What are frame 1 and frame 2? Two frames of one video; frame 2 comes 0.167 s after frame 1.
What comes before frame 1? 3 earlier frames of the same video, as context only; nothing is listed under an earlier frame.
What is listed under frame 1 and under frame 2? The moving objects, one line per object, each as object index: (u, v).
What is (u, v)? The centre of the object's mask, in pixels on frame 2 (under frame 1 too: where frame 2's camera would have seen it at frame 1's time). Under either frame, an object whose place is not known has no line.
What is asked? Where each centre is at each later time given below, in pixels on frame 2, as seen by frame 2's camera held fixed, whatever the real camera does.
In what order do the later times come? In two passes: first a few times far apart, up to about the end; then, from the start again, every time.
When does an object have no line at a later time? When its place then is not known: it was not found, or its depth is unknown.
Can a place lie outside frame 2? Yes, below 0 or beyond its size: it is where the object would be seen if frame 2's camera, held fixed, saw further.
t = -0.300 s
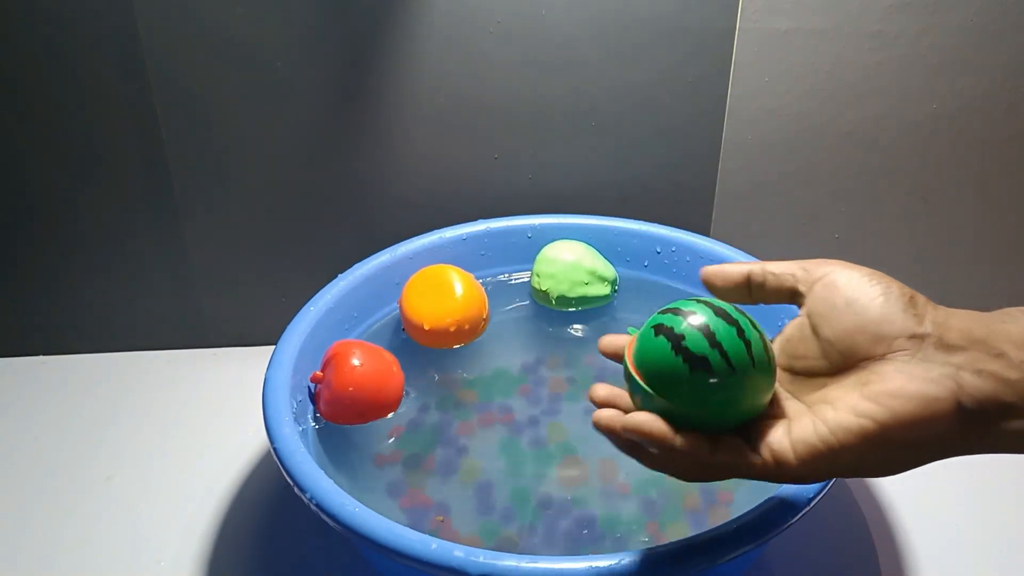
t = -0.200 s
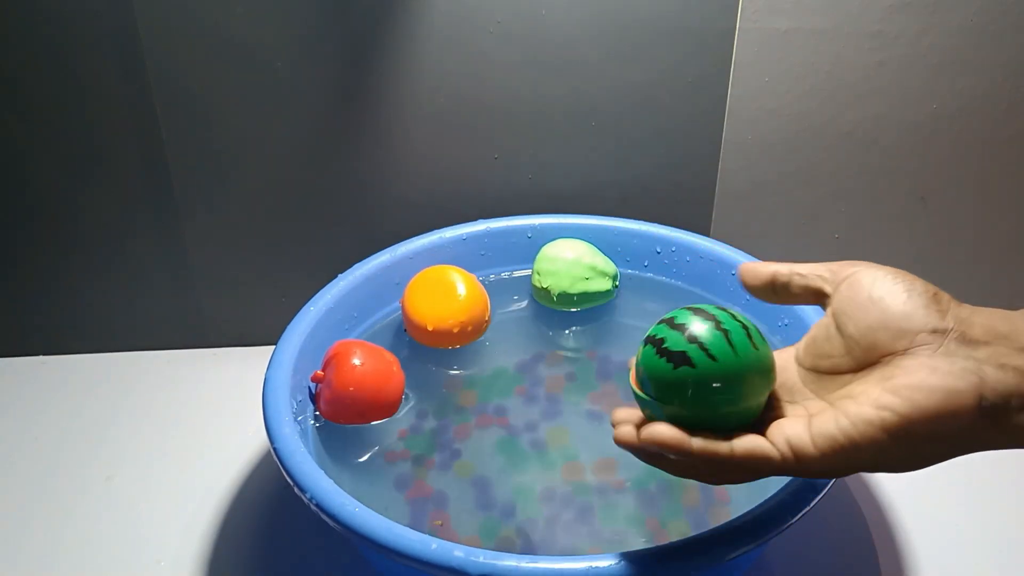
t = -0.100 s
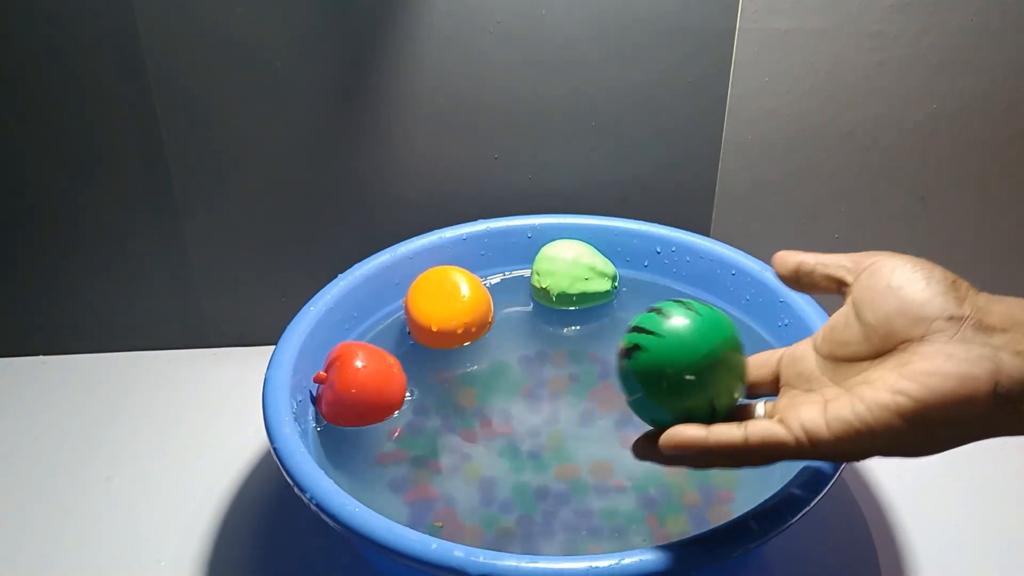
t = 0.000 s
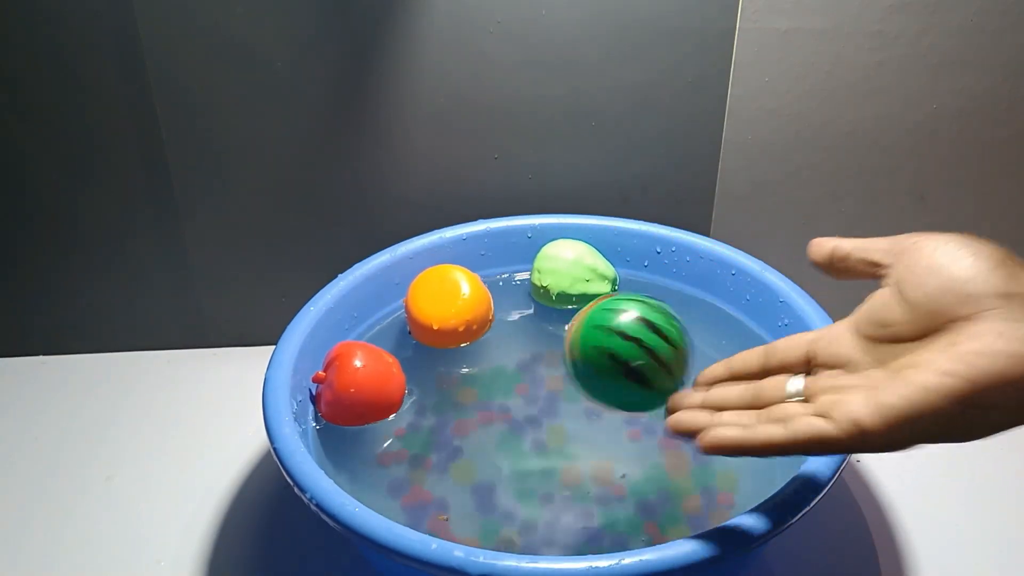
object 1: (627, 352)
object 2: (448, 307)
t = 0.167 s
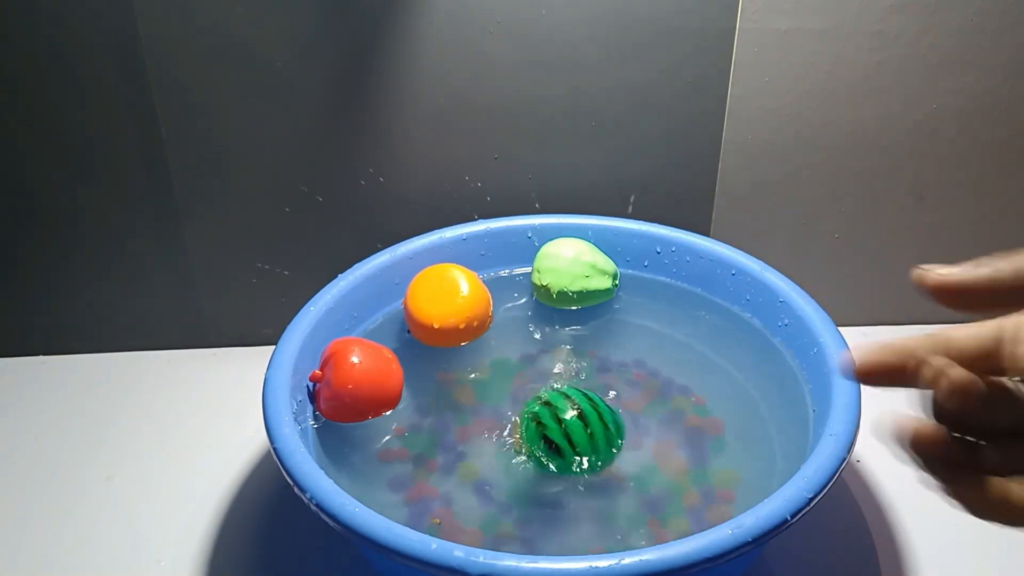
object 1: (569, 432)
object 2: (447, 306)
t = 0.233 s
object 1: (560, 407)
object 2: (448, 305)
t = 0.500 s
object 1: (504, 367)
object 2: (450, 306)
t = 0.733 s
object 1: (475, 351)
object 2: (441, 292)
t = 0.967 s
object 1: (461, 353)
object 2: (448, 287)
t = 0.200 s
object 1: (564, 424)
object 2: (448, 306)
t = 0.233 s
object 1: (560, 407)
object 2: (448, 305)
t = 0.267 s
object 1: (553, 385)
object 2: (449, 305)
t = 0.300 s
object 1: (544, 373)
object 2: (449, 305)
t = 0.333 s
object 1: (537, 370)
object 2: (450, 306)
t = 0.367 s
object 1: (529, 371)
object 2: (450, 307)
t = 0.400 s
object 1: (524, 372)
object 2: (451, 309)
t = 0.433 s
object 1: (518, 373)
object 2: (451, 309)
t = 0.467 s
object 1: (510, 372)
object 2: (451, 309)
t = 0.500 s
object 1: (504, 367)
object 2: (450, 306)
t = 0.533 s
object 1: (498, 360)
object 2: (446, 302)
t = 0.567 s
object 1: (492, 354)
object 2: (443, 299)
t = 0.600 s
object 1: (487, 351)
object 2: (442, 298)
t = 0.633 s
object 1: (483, 352)
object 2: (441, 297)
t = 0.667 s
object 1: (480, 353)
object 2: (441, 296)
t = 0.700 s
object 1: (477, 353)
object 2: (441, 295)
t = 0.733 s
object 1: (475, 351)
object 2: (441, 292)
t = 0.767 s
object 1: (473, 348)
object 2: (441, 290)
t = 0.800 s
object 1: (472, 343)
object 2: (440, 288)
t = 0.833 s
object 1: (471, 341)
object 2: (440, 286)
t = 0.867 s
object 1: (469, 340)
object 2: (441, 286)
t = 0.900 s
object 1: (467, 343)
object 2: (443, 286)
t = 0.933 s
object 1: (464, 348)
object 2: (446, 287)
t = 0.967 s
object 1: (461, 353)
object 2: (448, 287)
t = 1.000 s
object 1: (458, 355)
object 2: (449, 288)
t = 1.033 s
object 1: (456, 356)
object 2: (450, 288)
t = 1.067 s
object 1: (456, 356)
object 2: (451, 287)
